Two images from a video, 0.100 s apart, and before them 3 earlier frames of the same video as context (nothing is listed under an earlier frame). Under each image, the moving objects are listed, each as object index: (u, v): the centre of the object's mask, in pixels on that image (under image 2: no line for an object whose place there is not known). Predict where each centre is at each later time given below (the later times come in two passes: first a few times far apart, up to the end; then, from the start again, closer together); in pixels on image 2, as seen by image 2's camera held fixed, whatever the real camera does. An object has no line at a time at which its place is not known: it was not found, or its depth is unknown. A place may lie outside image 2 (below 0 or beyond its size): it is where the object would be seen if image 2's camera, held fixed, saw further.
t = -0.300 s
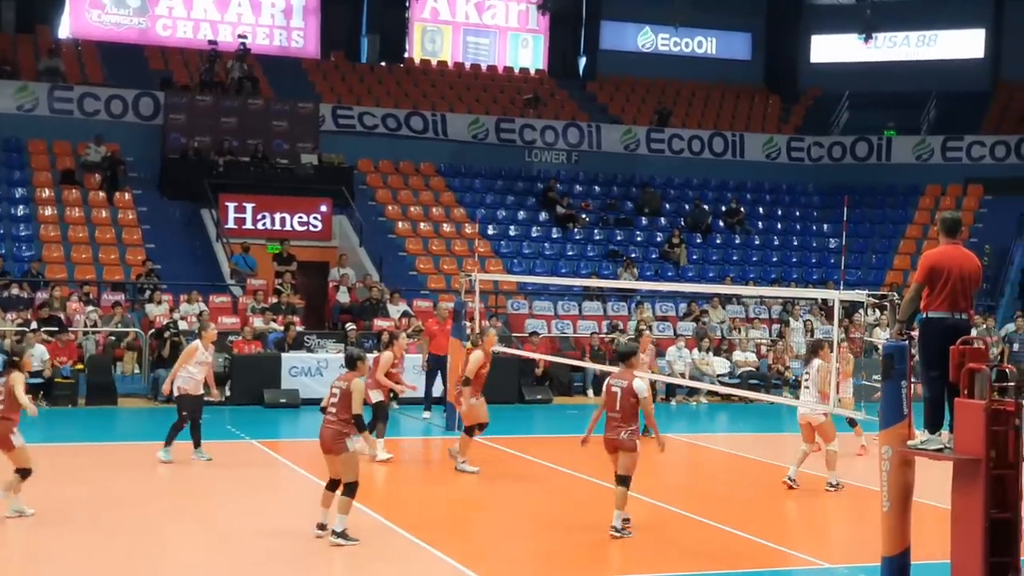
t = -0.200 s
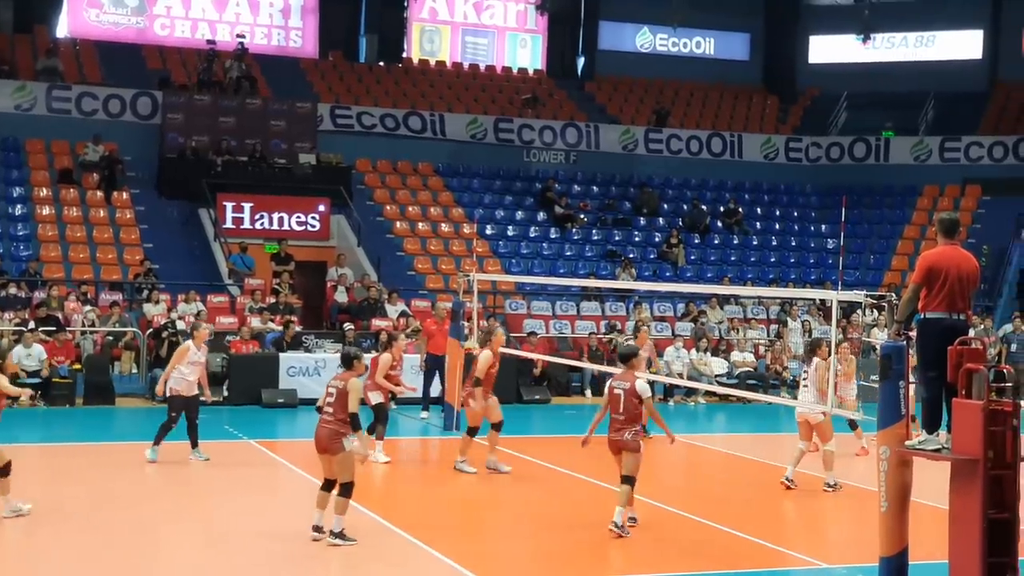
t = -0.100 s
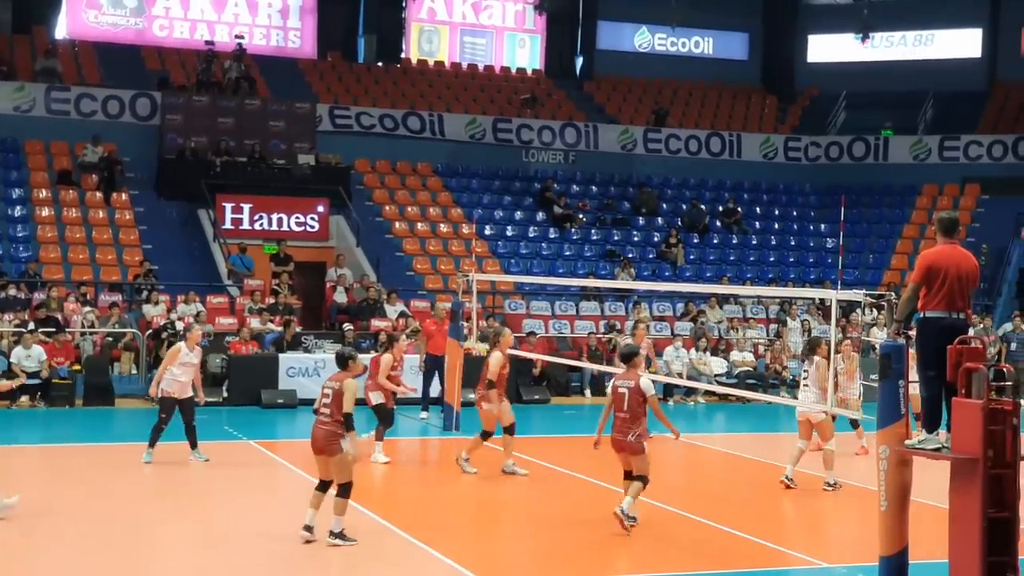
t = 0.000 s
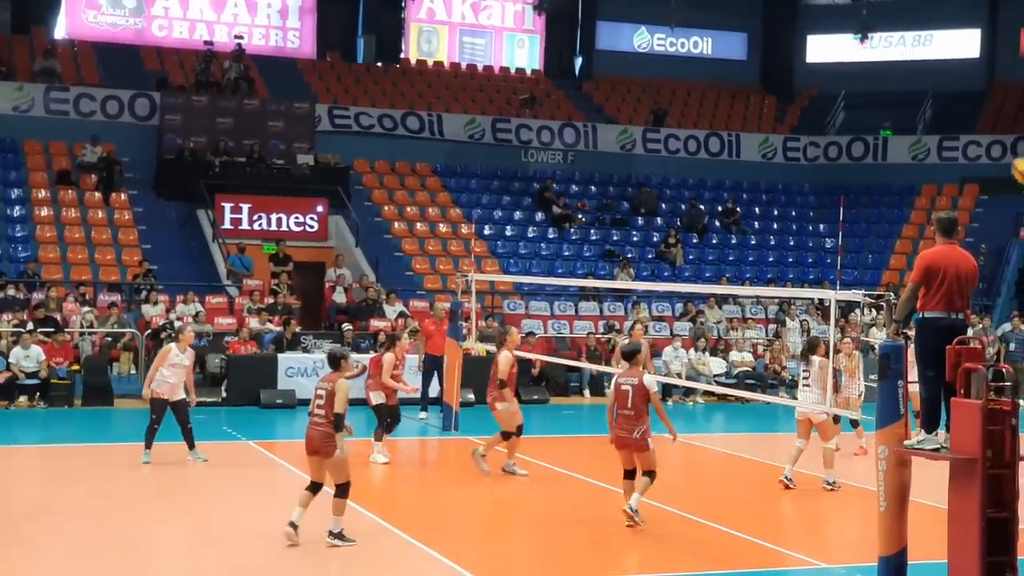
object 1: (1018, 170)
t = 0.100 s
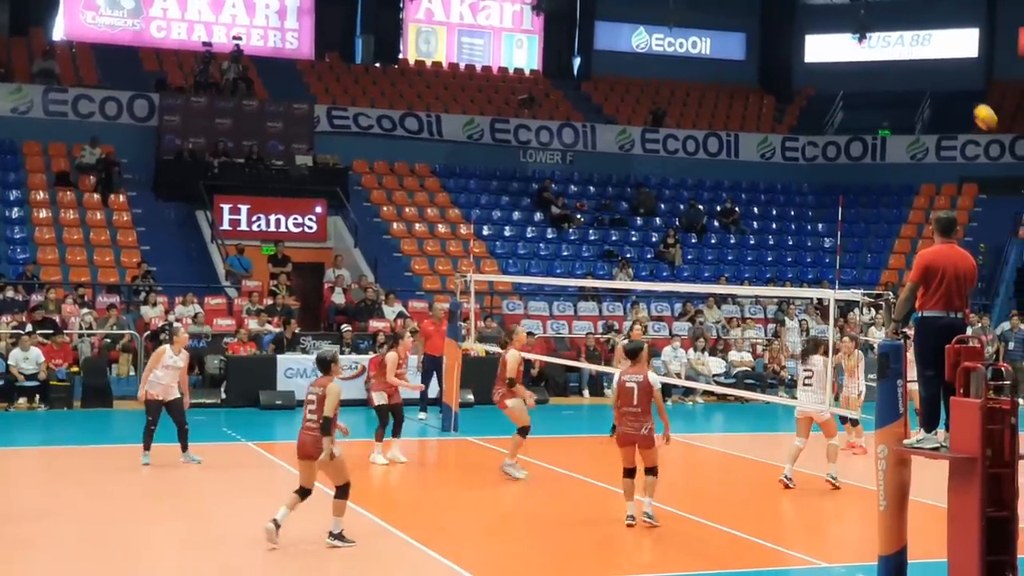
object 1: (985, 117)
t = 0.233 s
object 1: (941, 65)
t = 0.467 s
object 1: (866, 8)
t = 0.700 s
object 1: (797, 3)
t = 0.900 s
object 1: (741, 29)
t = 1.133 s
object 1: (679, 100)
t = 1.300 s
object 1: (638, 172)
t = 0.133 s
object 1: (974, 102)
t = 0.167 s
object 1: (963, 88)
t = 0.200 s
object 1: (951, 74)
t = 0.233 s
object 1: (941, 65)
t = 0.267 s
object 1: (929, 54)
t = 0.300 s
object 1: (917, 42)
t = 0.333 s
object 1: (907, 31)
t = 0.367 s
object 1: (896, 24)
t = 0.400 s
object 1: (886, 18)
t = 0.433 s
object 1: (876, 12)
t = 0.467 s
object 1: (866, 8)
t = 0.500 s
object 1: (857, 6)
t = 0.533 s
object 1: (846, 4)
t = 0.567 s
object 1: (837, 3)
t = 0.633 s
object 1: (816, 2)
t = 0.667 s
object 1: (806, 2)
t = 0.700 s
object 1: (797, 3)
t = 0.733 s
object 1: (787, 4)
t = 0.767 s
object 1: (777, 8)
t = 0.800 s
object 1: (768, 12)
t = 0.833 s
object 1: (759, 17)
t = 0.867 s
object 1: (749, 23)
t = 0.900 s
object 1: (741, 29)
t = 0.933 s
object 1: (732, 36)
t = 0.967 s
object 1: (723, 45)
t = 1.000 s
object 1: (713, 56)
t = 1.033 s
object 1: (705, 66)
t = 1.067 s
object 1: (696, 77)
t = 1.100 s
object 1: (687, 88)
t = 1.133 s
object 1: (679, 100)
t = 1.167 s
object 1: (671, 113)
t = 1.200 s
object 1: (663, 126)
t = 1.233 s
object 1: (654, 141)
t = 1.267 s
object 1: (647, 156)
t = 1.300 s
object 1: (638, 172)
